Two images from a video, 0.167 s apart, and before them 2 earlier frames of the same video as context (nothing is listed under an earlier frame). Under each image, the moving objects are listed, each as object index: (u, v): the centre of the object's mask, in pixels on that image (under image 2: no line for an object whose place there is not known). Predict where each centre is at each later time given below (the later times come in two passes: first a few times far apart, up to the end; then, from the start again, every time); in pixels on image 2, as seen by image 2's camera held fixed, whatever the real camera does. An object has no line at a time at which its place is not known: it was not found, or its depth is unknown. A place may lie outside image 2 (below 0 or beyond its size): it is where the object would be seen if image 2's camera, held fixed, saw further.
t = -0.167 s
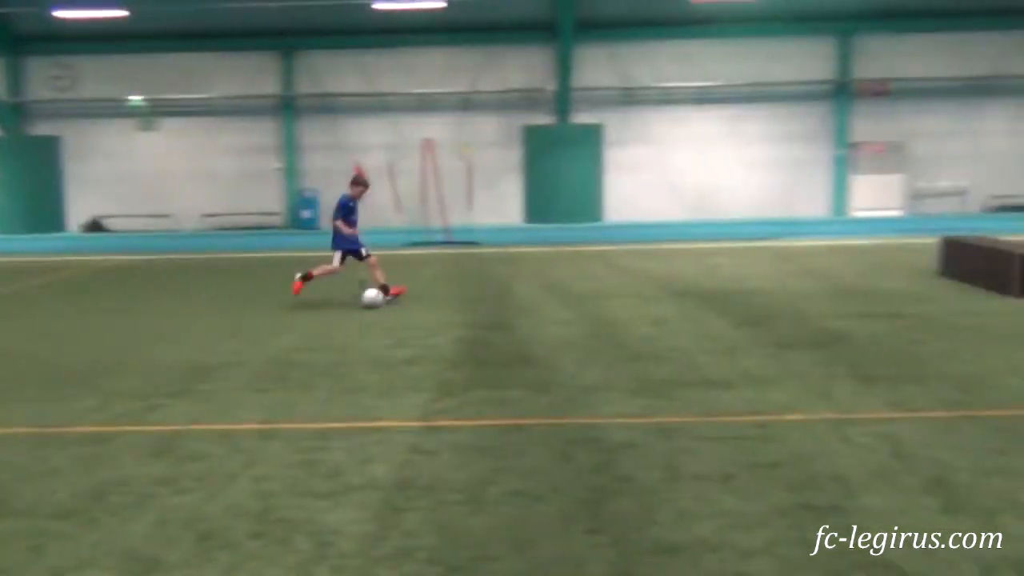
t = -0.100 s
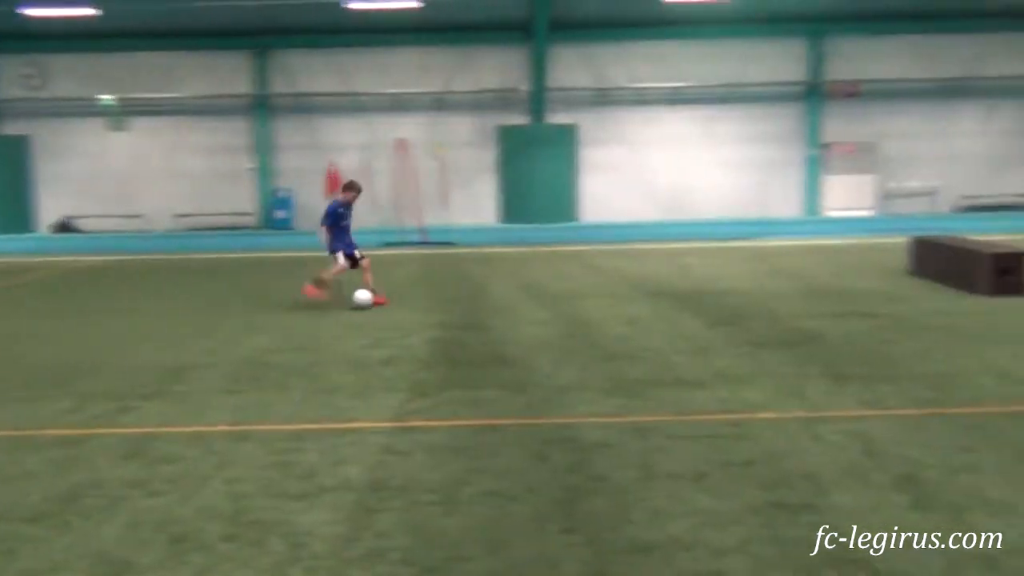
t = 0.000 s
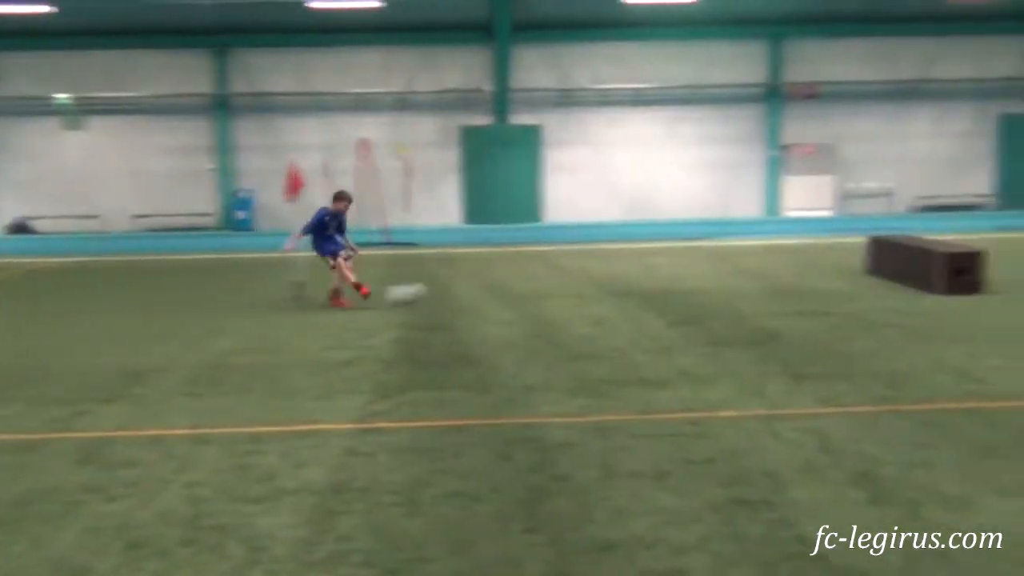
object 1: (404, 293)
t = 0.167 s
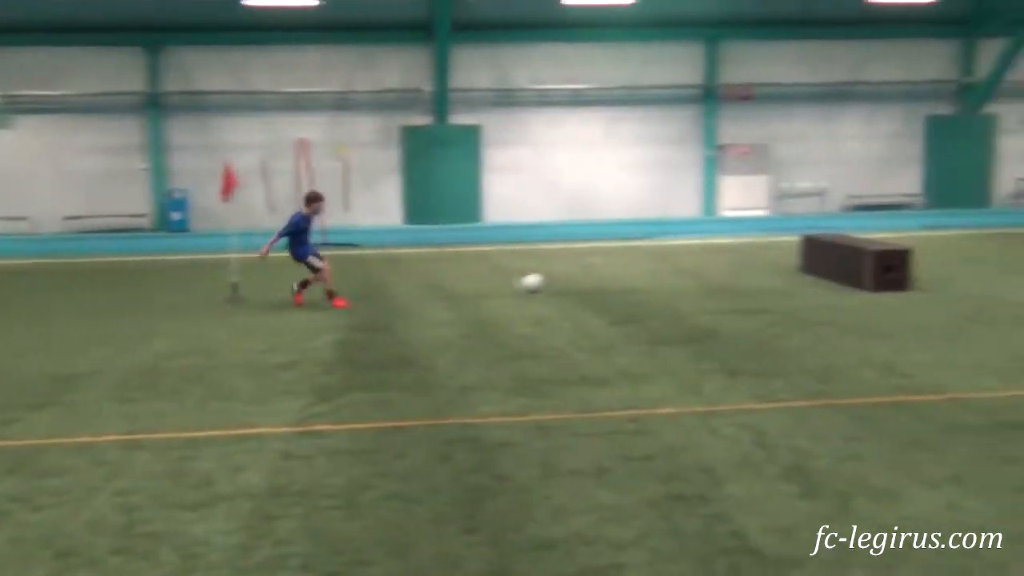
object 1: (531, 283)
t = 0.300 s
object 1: (643, 271)
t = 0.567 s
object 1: (784, 255)
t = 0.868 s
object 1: (636, 236)
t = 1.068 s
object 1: (539, 257)
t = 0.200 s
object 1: (559, 279)
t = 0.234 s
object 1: (587, 276)
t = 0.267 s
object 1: (616, 272)
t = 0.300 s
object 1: (643, 271)
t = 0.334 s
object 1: (668, 273)
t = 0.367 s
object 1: (693, 271)
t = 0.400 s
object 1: (713, 267)
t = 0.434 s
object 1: (734, 263)
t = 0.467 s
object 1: (755, 261)
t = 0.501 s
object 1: (773, 260)
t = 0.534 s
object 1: (790, 260)
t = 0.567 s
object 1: (784, 255)
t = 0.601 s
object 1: (768, 249)
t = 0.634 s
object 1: (753, 246)
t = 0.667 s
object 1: (734, 240)
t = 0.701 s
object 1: (716, 237)
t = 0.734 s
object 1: (702, 236)
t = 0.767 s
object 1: (684, 235)
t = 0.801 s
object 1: (669, 234)
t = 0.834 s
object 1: (653, 235)
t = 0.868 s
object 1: (636, 236)
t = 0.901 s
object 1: (620, 237)
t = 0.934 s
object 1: (604, 240)
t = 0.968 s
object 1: (586, 243)
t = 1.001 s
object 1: (570, 247)
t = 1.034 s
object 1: (555, 251)
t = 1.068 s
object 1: (539, 257)
